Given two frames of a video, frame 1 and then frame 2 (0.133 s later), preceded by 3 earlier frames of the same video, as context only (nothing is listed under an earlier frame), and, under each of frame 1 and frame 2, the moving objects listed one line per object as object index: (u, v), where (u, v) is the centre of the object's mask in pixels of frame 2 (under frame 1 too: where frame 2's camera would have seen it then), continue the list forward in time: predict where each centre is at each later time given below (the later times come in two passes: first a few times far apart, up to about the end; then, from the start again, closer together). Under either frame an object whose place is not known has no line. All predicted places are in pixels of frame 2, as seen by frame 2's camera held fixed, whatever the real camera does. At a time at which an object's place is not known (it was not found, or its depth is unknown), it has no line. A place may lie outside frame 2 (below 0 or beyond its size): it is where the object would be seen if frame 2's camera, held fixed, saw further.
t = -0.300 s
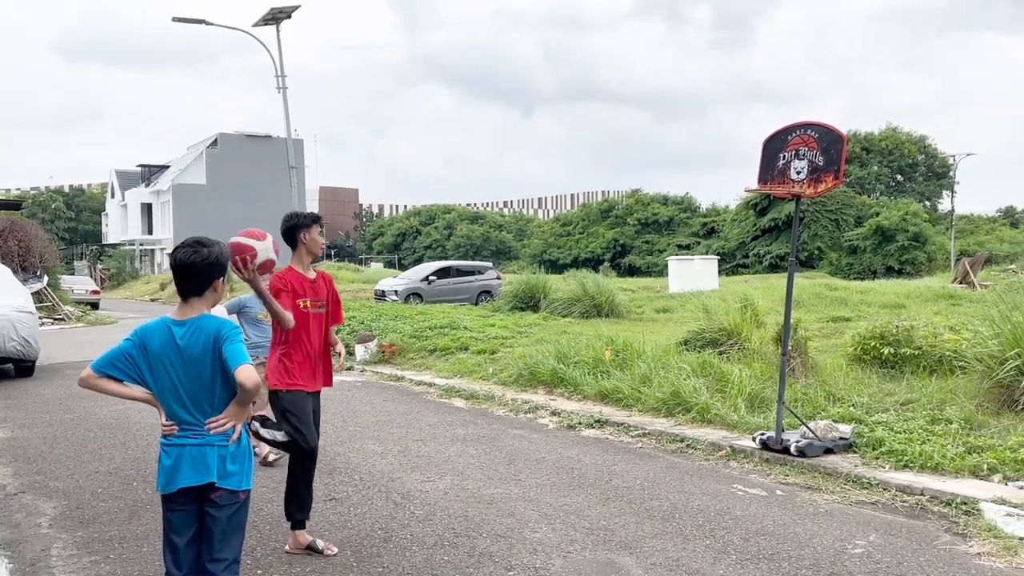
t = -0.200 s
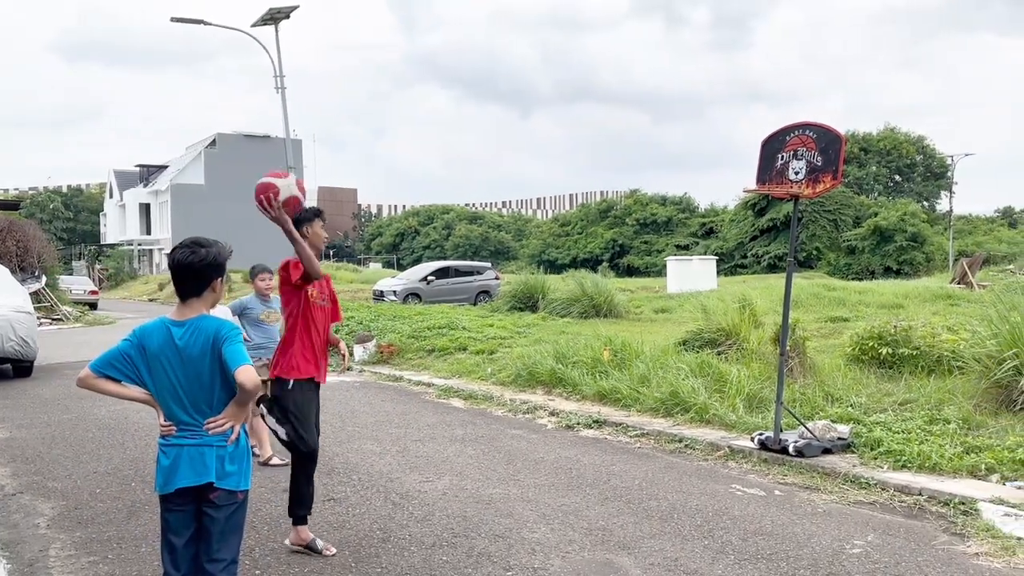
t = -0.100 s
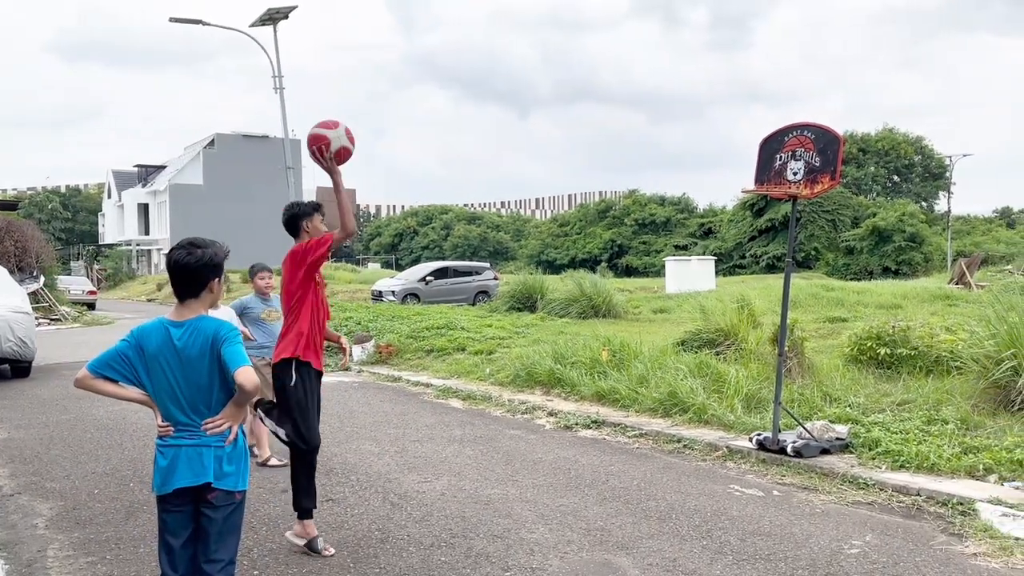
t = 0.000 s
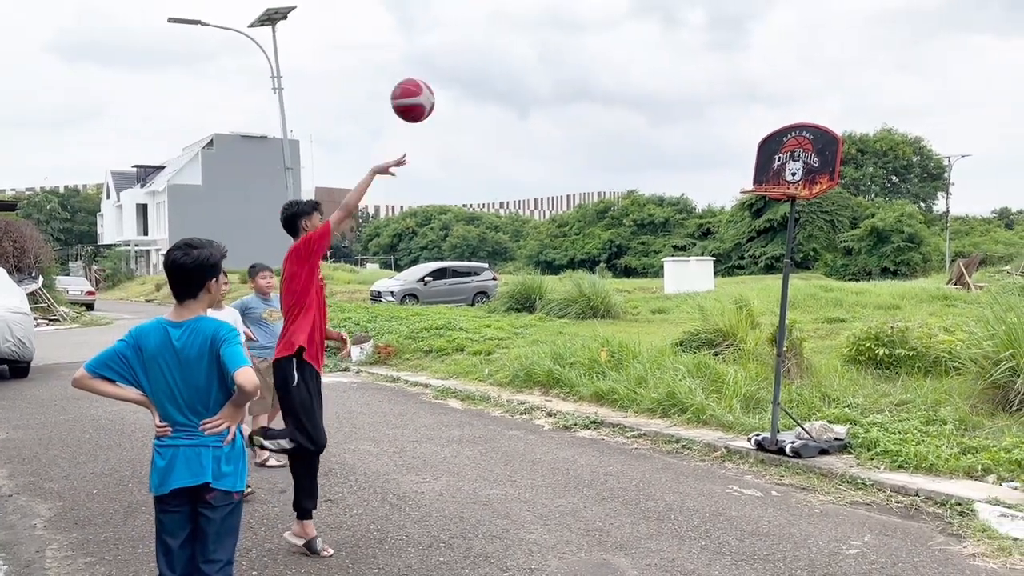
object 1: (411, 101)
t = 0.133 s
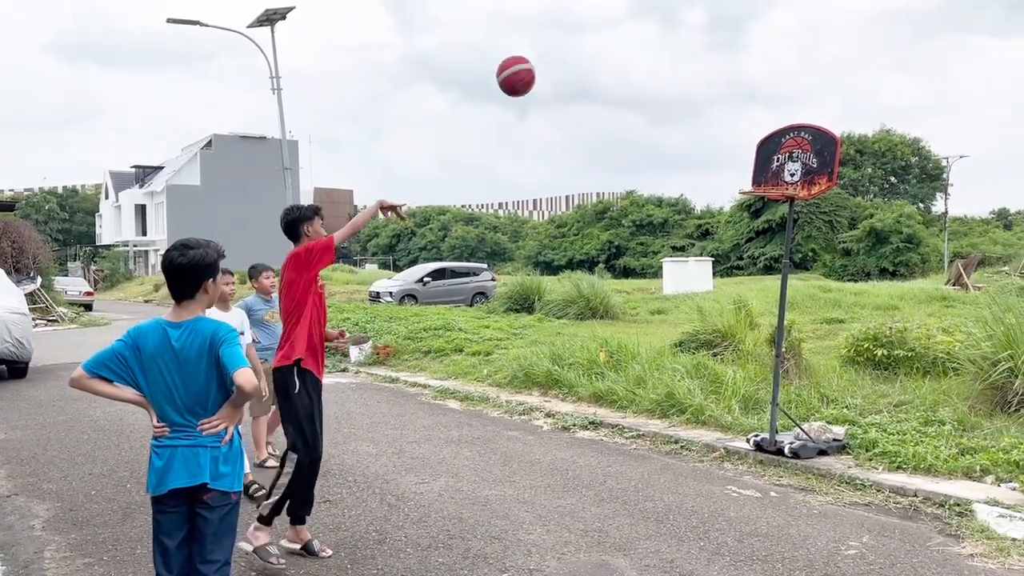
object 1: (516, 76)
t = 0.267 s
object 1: (603, 81)
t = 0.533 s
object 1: (741, 157)
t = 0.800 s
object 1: (732, 210)
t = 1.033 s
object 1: (701, 306)
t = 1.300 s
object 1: (675, 375)
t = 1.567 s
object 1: (656, 263)
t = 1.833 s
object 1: (640, 234)
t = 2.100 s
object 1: (624, 282)
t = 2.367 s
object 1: (611, 406)
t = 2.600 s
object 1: (594, 341)
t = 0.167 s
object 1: (539, 75)
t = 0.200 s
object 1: (562, 75)
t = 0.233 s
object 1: (583, 77)
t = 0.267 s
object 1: (603, 81)
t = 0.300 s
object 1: (623, 86)
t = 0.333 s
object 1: (642, 93)
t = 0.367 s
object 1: (660, 101)
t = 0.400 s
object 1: (677, 110)
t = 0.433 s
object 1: (694, 120)
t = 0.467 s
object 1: (711, 132)
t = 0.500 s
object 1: (726, 144)
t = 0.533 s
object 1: (741, 157)
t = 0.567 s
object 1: (755, 171)
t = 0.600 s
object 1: (756, 178)
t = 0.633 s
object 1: (753, 179)
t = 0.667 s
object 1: (749, 183)
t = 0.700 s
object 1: (743, 188)
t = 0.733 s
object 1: (740, 195)
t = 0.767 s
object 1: (736, 203)
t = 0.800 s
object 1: (732, 210)
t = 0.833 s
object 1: (727, 220)
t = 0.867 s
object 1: (722, 232)
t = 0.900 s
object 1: (718, 244)
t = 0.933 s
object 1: (714, 258)
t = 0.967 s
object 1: (709, 274)
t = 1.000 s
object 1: (705, 289)
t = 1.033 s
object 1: (701, 306)
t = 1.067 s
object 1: (697, 324)
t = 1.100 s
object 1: (693, 343)
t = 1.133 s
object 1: (689, 363)
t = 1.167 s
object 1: (686, 385)
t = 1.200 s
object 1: (682, 407)
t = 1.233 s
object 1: (679, 417)
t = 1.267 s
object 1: (677, 395)
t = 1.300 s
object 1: (675, 375)
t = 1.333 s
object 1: (672, 357)
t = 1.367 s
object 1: (670, 340)
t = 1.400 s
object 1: (668, 324)
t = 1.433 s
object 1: (665, 309)
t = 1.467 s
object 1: (662, 296)
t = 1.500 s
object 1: (660, 284)
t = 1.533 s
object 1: (657, 273)
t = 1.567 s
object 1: (656, 263)
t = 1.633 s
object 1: (651, 249)
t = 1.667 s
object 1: (649, 243)
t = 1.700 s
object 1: (647, 239)
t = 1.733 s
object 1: (646, 236)
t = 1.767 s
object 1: (644, 234)
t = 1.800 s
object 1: (642, 233)
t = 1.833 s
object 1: (640, 234)
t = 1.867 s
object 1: (638, 236)
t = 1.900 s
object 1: (636, 239)
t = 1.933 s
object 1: (633, 243)
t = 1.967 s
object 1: (631, 248)
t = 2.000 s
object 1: (629, 255)
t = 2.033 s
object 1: (627, 263)
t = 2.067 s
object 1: (625, 272)
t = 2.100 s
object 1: (624, 282)
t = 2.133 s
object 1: (622, 293)
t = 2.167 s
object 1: (621, 306)
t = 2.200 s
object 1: (619, 320)
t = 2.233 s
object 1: (617, 335)
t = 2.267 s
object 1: (615, 351)
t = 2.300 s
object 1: (614, 368)
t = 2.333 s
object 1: (612, 387)
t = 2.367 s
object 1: (611, 406)
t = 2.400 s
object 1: (610, 426)
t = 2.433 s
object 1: (607, 409)
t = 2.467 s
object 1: (605, 394)
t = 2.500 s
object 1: (602, 378)
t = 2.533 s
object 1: (599, 365)
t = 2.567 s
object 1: (597, 352)
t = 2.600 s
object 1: (594, 341)
